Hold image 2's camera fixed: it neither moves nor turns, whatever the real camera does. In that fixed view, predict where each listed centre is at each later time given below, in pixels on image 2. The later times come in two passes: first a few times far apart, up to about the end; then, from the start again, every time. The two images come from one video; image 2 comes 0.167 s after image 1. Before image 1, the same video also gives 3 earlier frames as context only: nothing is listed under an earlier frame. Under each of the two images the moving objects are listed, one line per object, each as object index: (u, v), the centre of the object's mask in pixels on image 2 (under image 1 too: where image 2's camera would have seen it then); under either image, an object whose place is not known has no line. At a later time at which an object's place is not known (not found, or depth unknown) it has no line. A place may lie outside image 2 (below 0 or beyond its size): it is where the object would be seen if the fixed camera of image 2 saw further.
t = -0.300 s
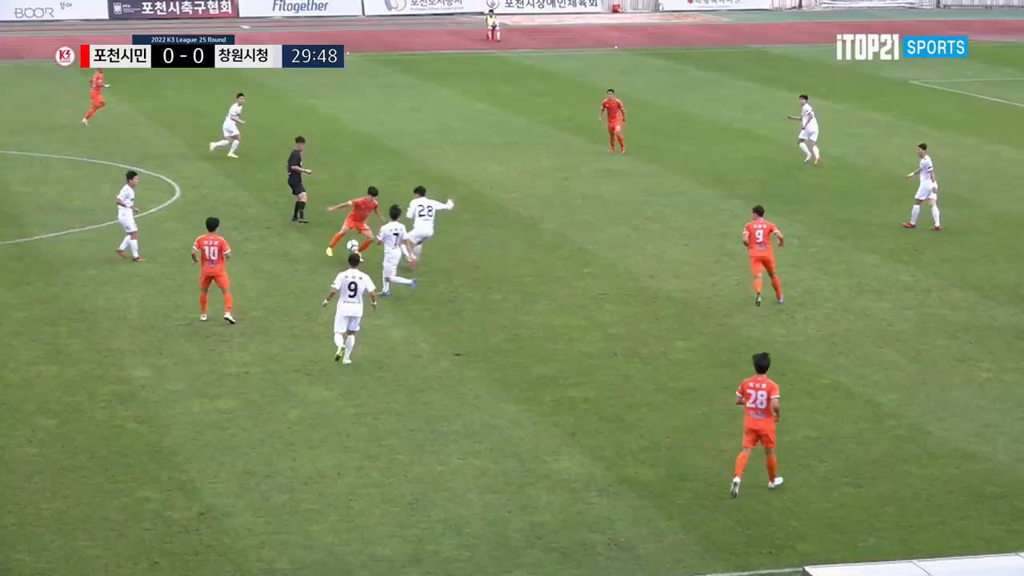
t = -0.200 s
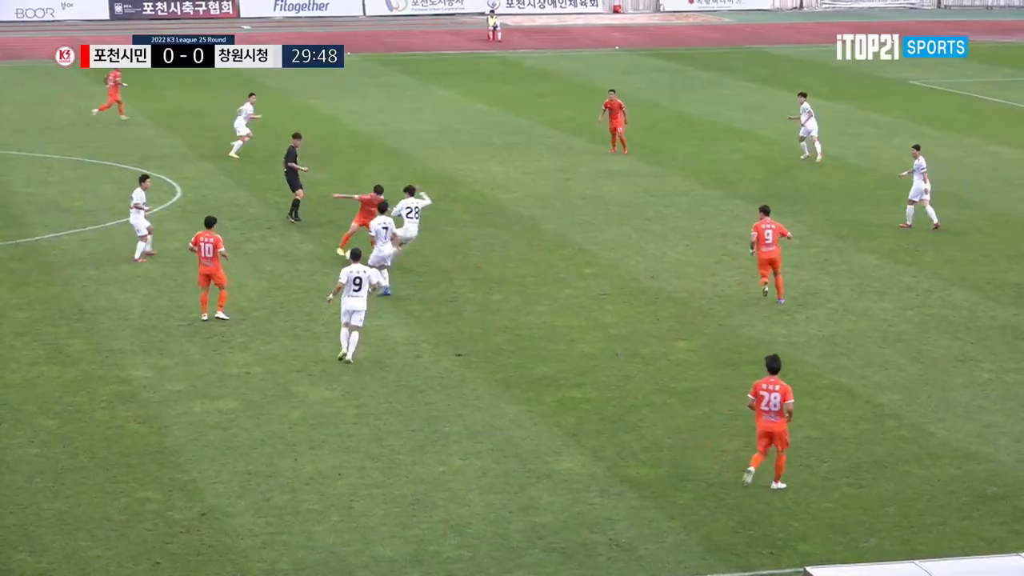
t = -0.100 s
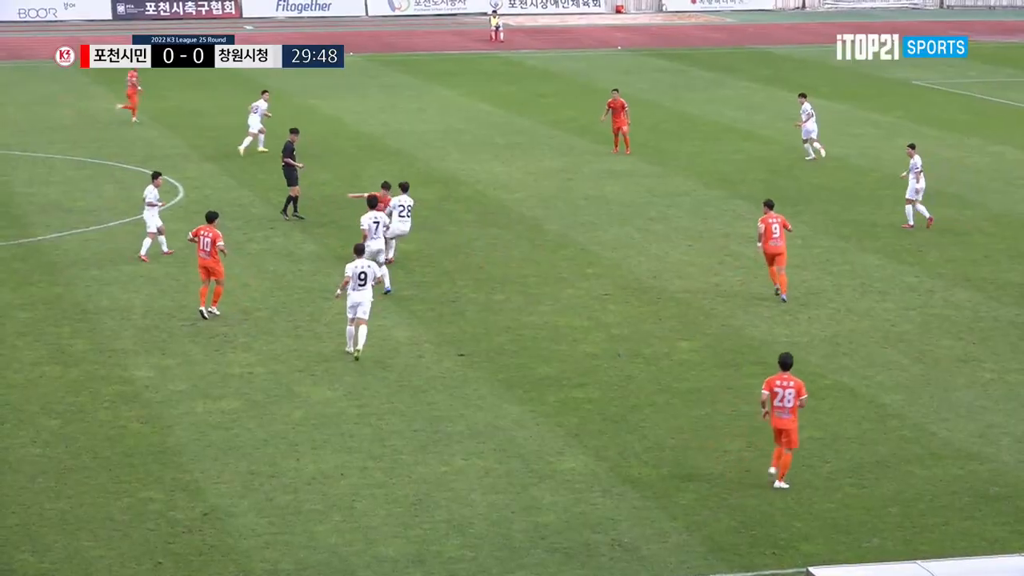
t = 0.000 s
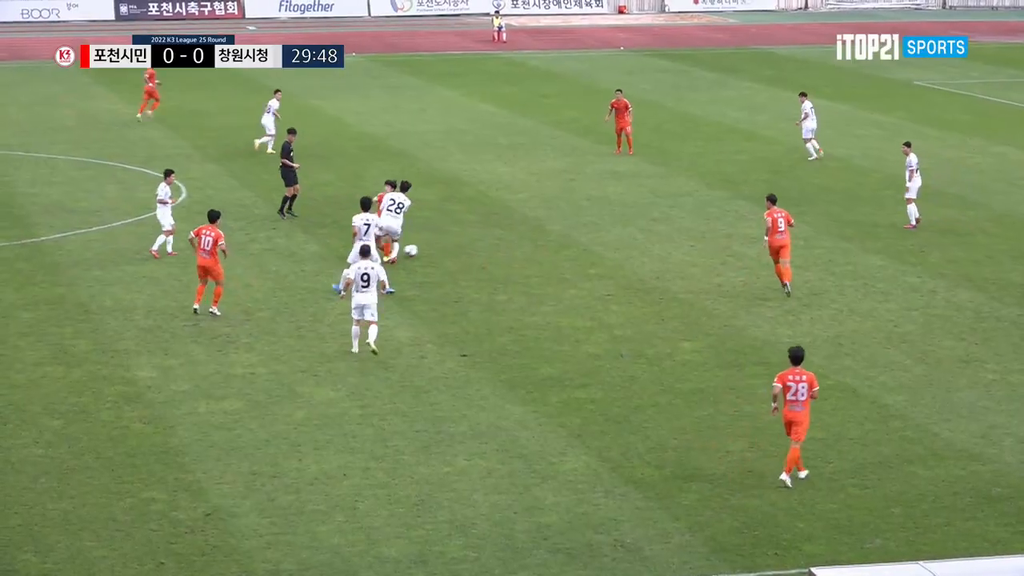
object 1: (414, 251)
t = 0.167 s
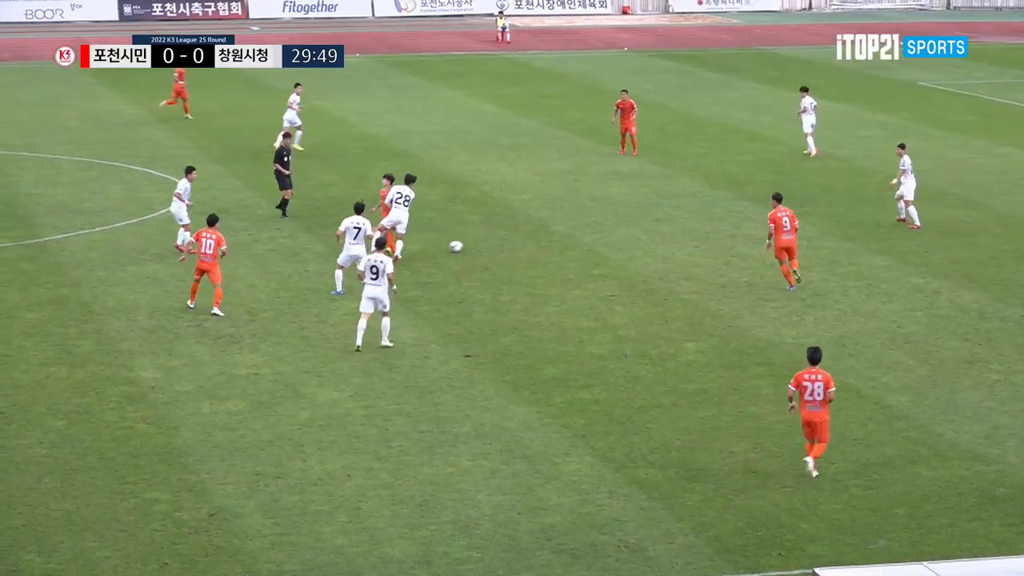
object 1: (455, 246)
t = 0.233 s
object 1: (470, 245)
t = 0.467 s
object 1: (508, 240)
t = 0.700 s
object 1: (534, 236)
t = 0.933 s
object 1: (557, 233)
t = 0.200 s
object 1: (463, 245)
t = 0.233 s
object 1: (470, 245)
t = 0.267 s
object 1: (476, 244)
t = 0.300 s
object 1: (482, 243)
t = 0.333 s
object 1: (488, 242)
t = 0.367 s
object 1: (494, 242)
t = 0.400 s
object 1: (499, 241)
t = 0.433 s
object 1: (503, 241)
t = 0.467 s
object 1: (508, 240)
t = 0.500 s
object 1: (512, 240)
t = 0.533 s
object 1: (516, 239)
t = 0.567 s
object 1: (520, 238)
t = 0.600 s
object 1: (523, 237)
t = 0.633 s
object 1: (527, 237)
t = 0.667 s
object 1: (530, 237)
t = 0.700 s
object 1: (534, 236)
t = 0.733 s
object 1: (537, 235)
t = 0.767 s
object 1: (541, 235)
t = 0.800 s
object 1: (544, 235)
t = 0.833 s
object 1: (548, 234)
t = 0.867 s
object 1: (551, 234)
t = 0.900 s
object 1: (554, 233)
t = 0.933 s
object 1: (557, 233)
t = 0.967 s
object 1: (561, 232)
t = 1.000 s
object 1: (564, 232)
